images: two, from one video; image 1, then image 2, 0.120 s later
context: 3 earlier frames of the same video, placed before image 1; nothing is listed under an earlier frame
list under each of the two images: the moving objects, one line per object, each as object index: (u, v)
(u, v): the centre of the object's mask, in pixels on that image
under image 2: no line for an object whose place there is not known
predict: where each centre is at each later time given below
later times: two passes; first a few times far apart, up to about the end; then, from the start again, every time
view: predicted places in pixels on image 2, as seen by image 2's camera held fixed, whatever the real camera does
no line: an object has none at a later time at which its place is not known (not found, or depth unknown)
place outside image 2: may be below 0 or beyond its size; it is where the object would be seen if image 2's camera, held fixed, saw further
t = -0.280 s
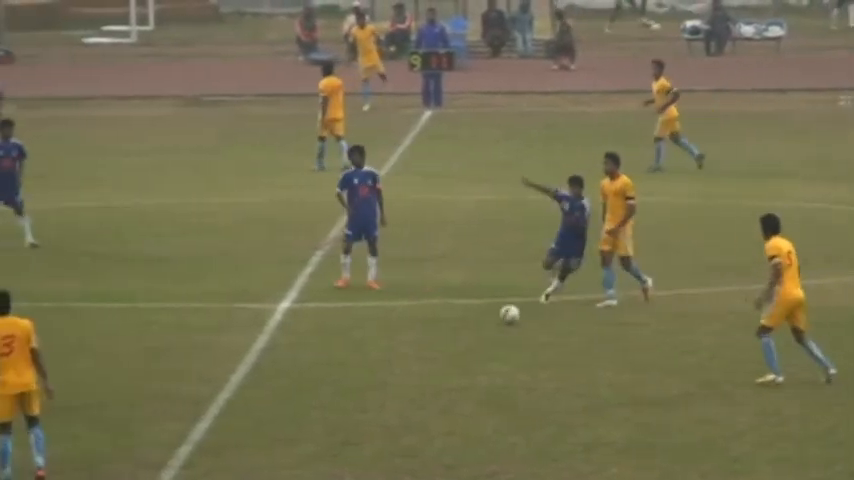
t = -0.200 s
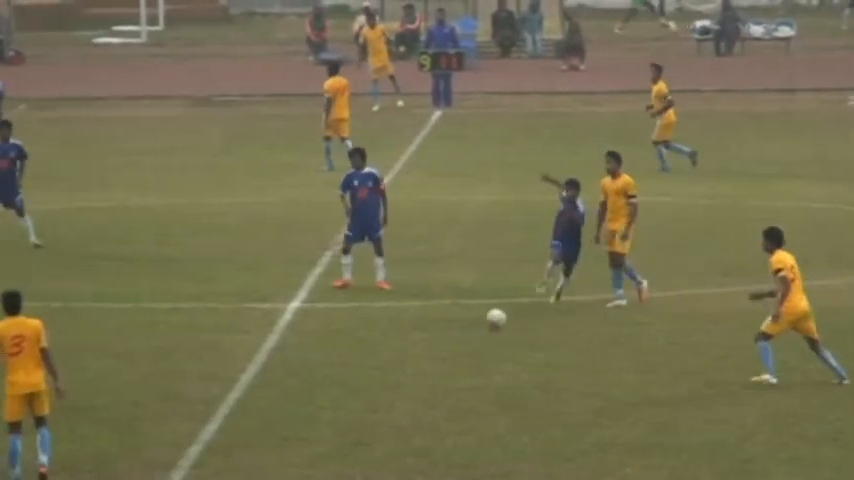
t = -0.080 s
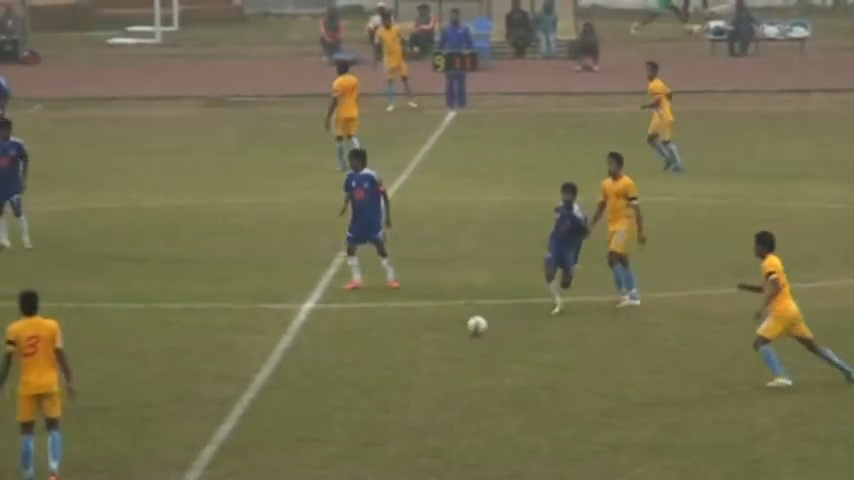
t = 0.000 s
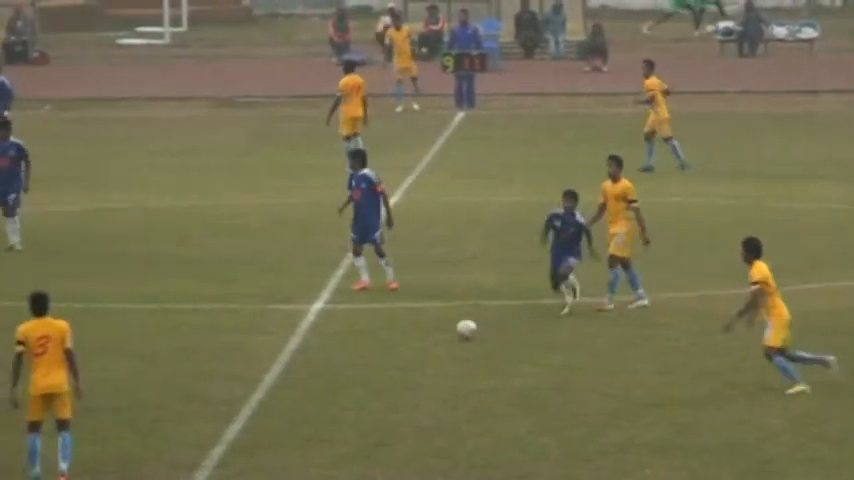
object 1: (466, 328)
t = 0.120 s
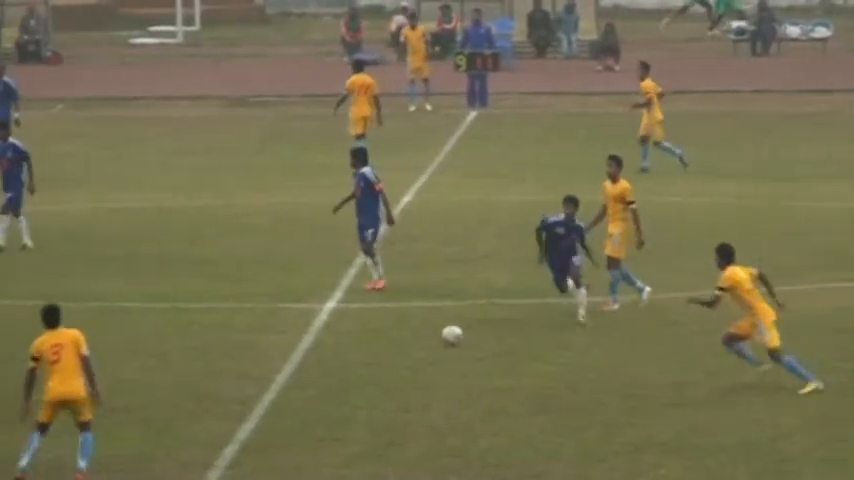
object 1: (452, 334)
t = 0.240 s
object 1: (425, 339)
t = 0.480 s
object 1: (373, 343)
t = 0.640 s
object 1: (337, 354)
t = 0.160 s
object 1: (443, 337)
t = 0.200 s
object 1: (434, 337)
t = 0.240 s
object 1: (425, 339)
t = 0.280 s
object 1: (417, 341)
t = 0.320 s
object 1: (408, 345)
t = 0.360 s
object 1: (400, 343)
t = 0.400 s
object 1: (390, 341)
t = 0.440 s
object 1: (382, 341)
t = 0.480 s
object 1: (373, 343)
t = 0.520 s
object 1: (363, 345)
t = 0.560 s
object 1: (355, 350)
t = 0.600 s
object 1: (346, 356)
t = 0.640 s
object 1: (337, 354)
